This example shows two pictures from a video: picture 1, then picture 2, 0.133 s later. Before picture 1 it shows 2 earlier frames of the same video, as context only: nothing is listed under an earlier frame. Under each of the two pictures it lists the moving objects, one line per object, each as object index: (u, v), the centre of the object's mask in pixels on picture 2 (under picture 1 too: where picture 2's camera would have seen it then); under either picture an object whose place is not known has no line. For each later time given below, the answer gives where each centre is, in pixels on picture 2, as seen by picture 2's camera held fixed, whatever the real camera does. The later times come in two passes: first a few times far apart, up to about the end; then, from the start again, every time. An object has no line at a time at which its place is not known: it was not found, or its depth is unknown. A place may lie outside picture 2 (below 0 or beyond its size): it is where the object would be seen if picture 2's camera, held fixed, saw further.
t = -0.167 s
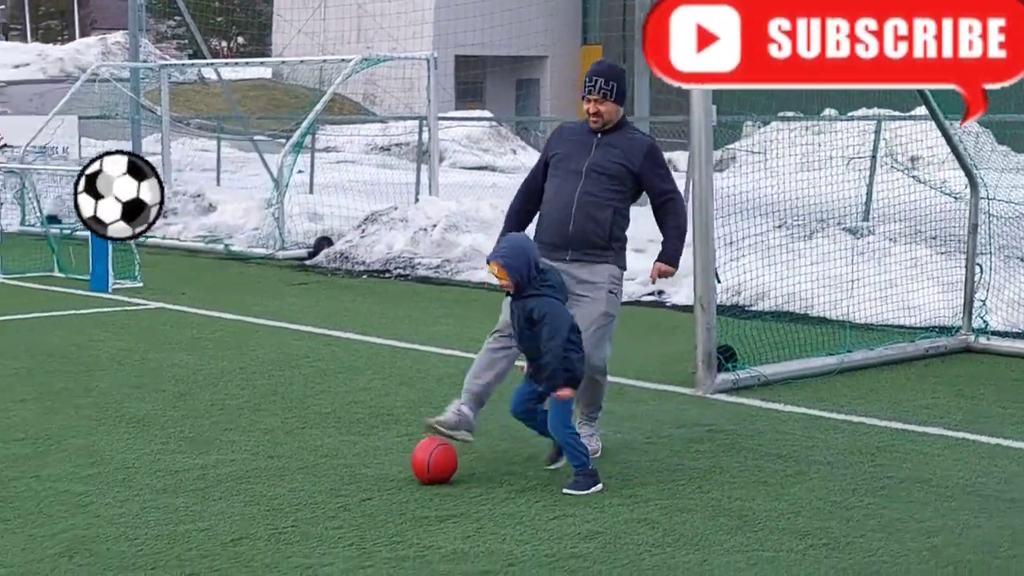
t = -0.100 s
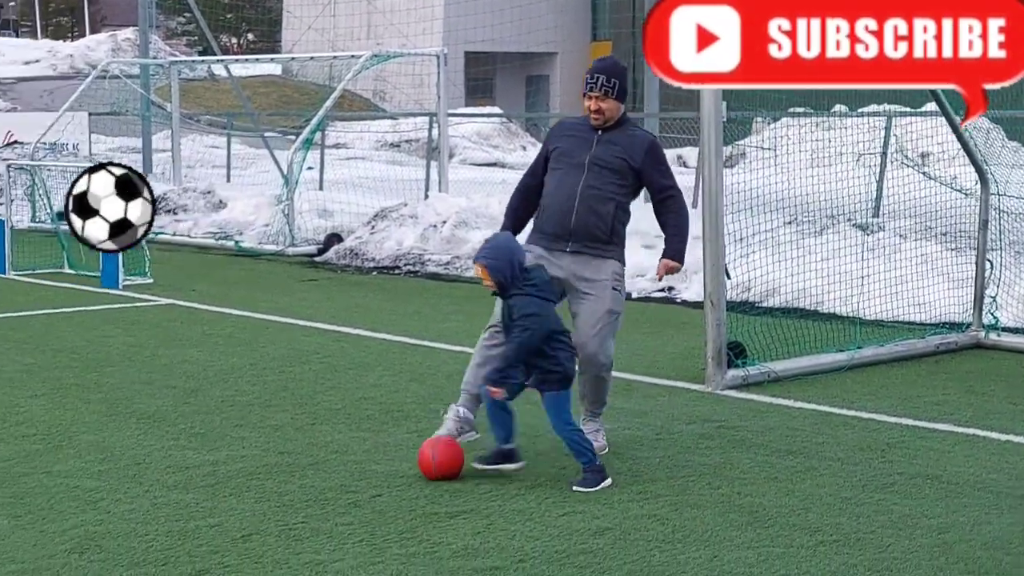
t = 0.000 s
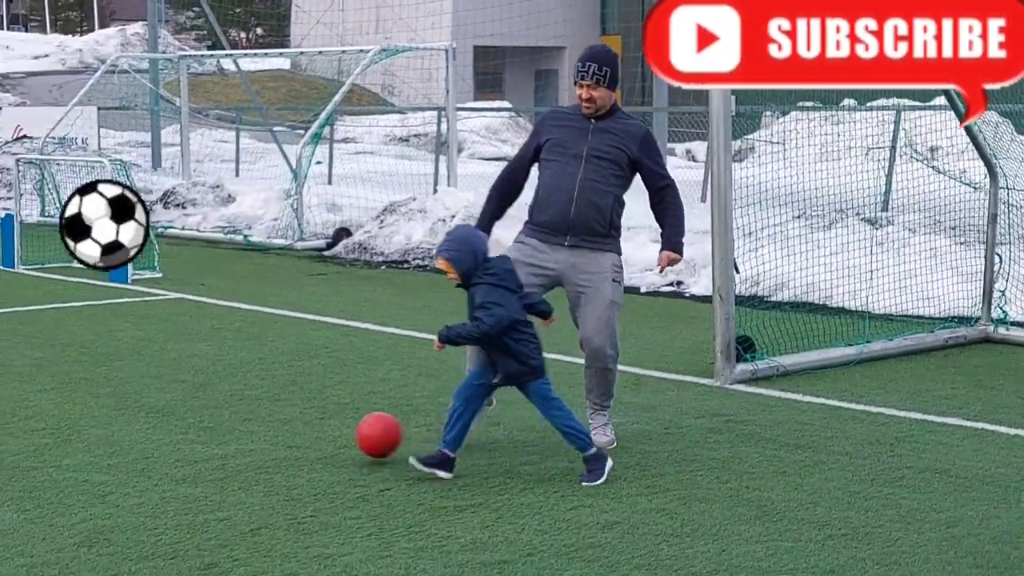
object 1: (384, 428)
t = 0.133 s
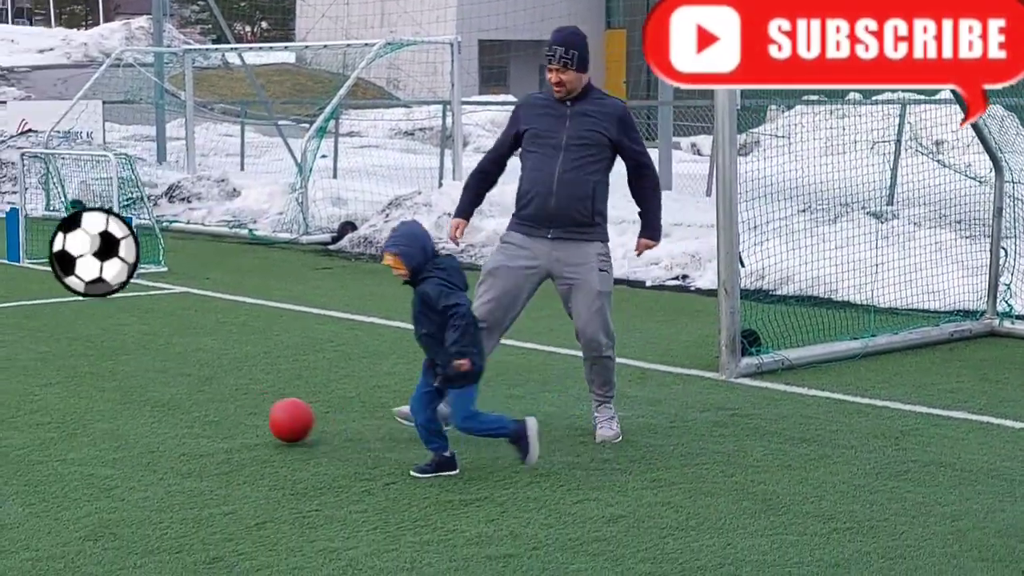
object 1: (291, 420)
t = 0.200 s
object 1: (253, 415)
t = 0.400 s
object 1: (167, 399)
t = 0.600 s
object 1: (102, 383)
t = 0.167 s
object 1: (271, 416)
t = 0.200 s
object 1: (253, 415)
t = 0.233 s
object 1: (236, 415)
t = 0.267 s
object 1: (221, 410)
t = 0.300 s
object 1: (206, 405)
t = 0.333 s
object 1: (192, 404)
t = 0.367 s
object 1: (179, 404)
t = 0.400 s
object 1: (167, 399)
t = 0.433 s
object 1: (155, 395)
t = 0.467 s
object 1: (144, 393)
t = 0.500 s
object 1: (132, 394)
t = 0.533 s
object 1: (122, 389)
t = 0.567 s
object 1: (112, 385)
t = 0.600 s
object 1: (102, 383)
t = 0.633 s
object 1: (92, 383)
